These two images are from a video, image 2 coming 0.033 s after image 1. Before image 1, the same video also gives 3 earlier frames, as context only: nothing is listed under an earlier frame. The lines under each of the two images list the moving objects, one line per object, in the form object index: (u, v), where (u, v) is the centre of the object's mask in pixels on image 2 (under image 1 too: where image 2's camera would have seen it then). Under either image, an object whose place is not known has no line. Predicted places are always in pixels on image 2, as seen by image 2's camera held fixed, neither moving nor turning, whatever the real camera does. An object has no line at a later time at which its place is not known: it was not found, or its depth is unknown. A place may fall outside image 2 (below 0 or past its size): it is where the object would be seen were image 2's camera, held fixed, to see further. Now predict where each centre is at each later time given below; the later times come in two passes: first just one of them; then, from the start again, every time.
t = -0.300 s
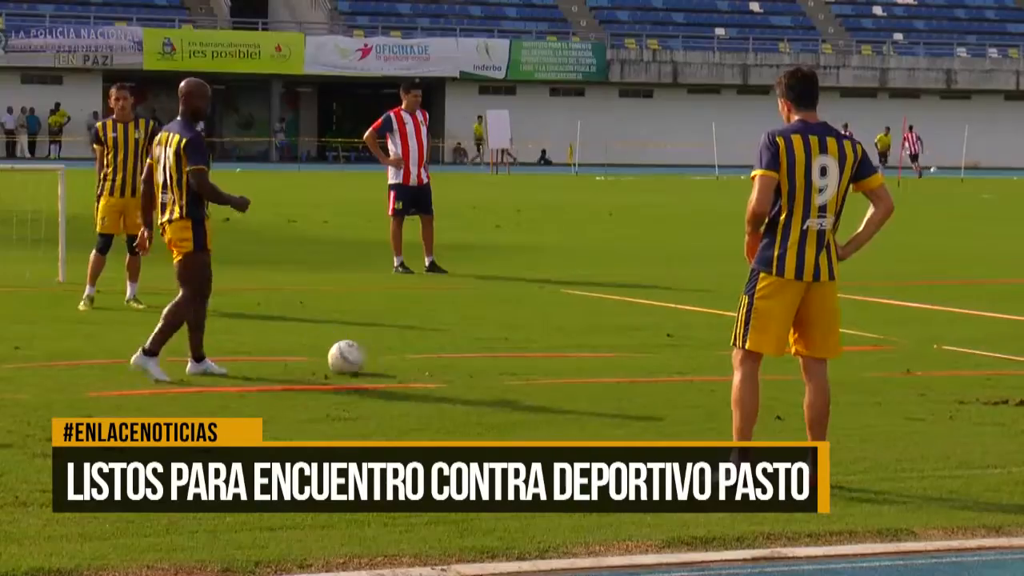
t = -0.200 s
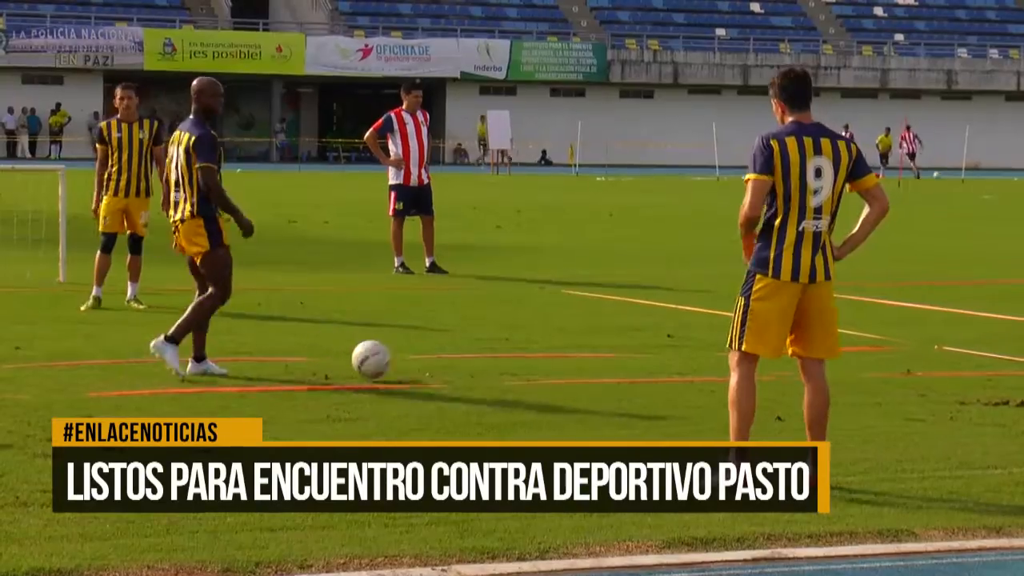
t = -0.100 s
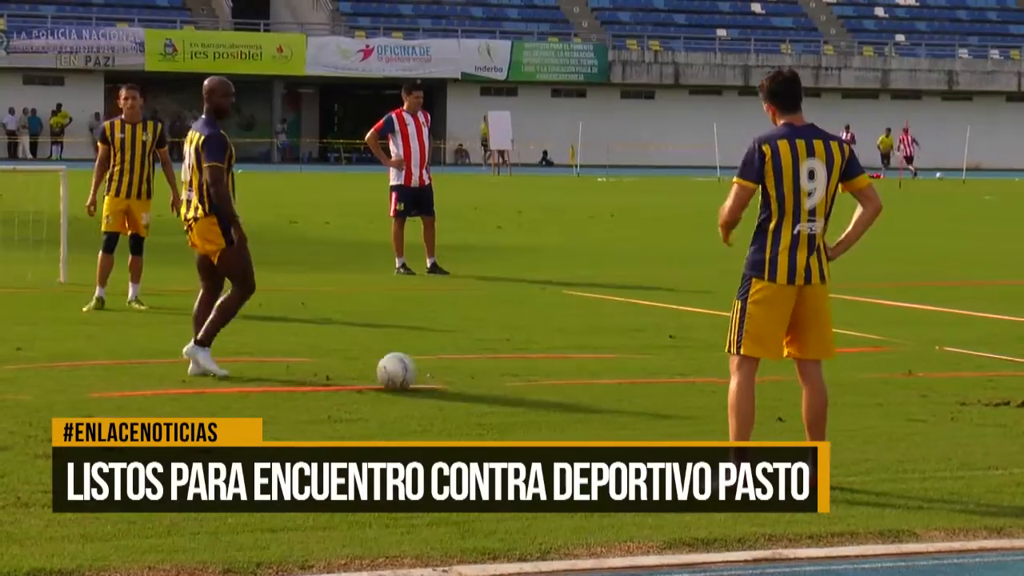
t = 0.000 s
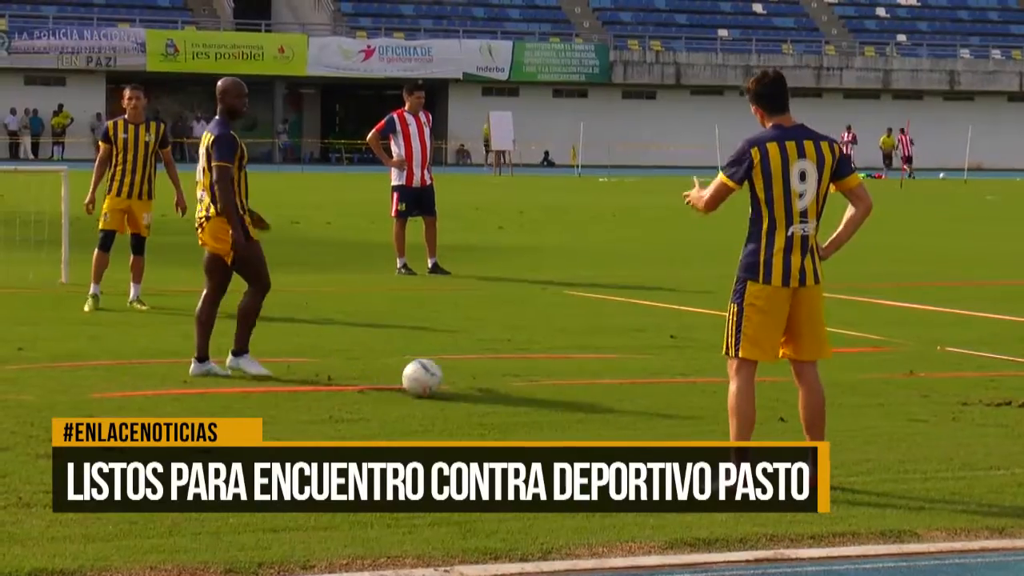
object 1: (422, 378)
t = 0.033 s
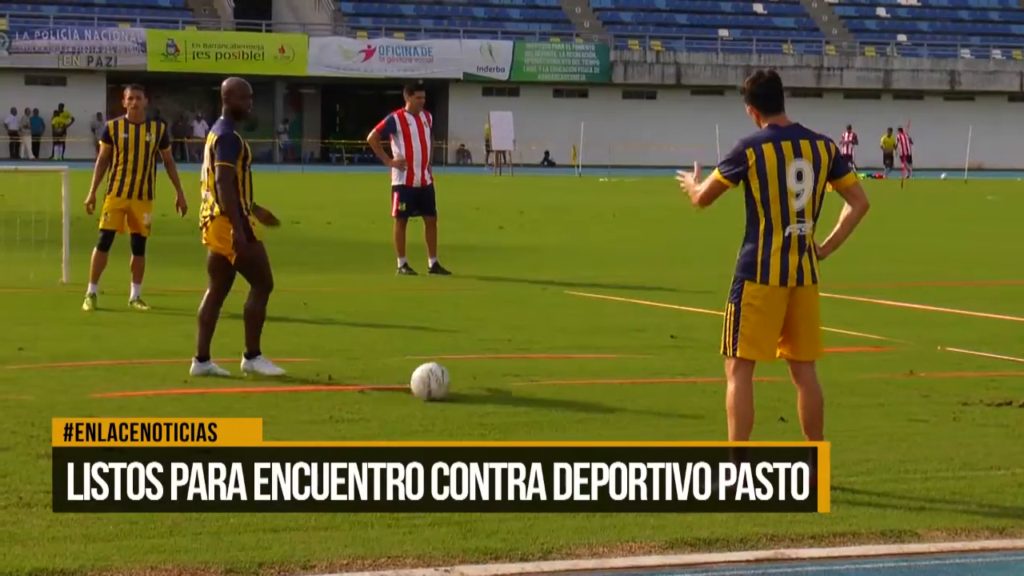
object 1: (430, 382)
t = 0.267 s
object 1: (488, 396)
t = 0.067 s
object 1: (438, 383)
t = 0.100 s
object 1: (446, 383)
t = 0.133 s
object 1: (454, 386)
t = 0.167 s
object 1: (463, 390)
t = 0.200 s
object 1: (470, 393)
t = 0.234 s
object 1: (479, 395)
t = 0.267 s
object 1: (488, 396)
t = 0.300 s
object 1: (497, 400)
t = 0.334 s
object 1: (505, 405)
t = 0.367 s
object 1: (514, 409)
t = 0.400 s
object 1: (522, 412)
